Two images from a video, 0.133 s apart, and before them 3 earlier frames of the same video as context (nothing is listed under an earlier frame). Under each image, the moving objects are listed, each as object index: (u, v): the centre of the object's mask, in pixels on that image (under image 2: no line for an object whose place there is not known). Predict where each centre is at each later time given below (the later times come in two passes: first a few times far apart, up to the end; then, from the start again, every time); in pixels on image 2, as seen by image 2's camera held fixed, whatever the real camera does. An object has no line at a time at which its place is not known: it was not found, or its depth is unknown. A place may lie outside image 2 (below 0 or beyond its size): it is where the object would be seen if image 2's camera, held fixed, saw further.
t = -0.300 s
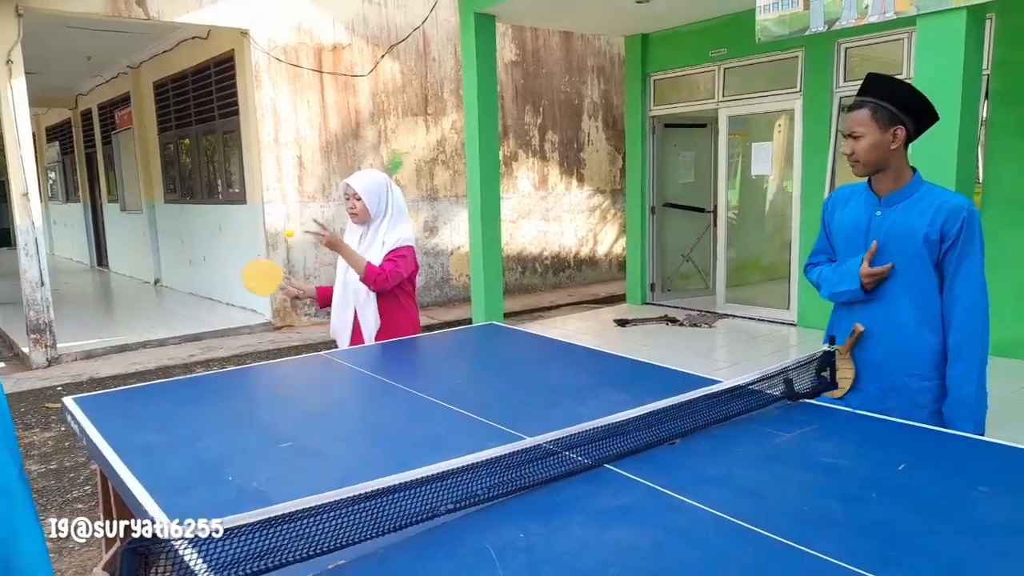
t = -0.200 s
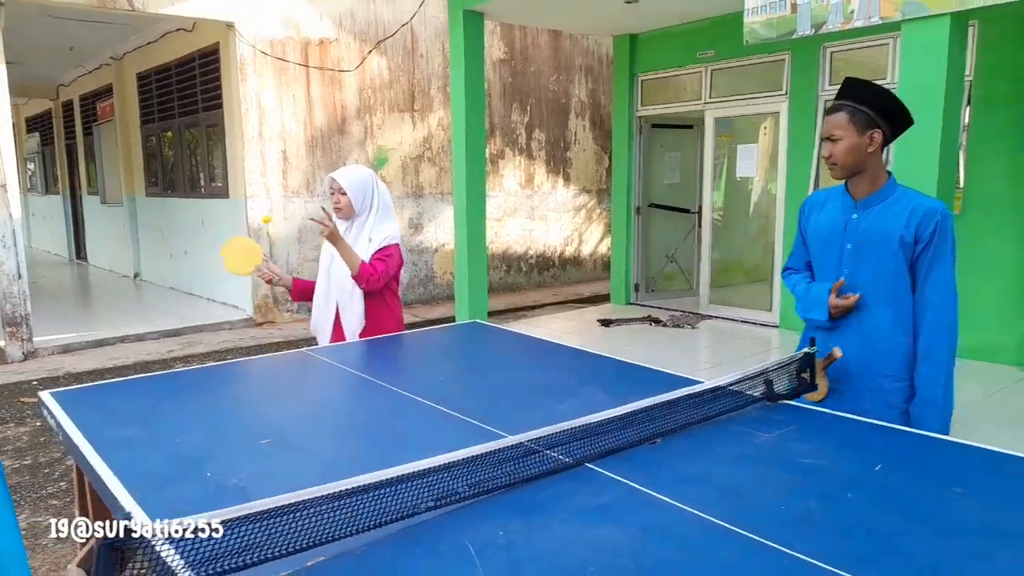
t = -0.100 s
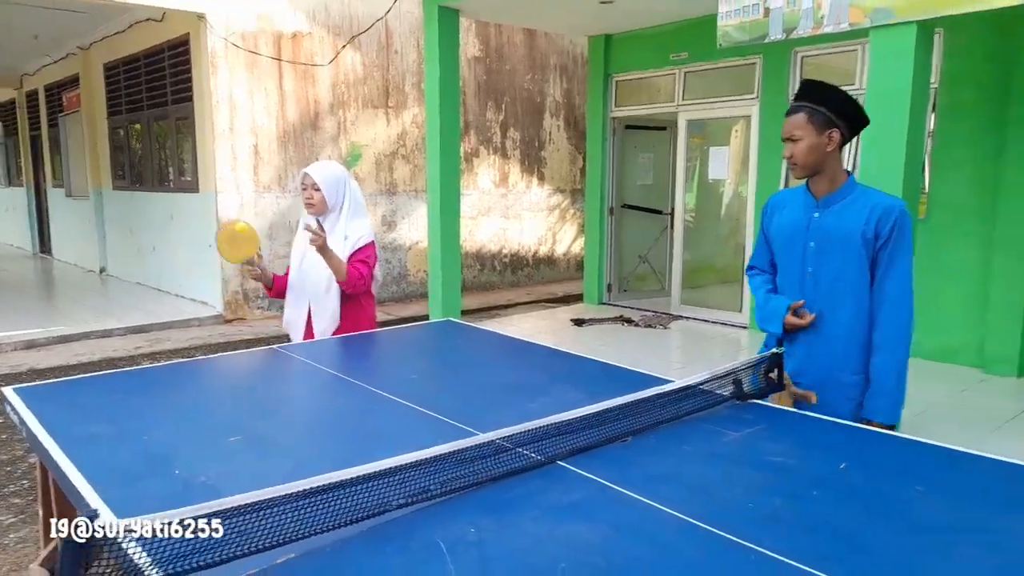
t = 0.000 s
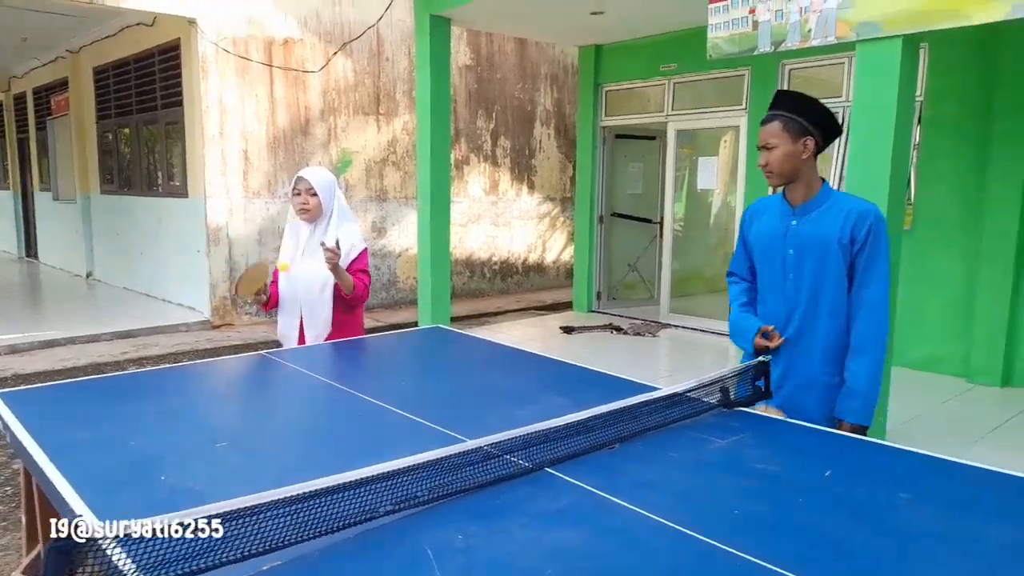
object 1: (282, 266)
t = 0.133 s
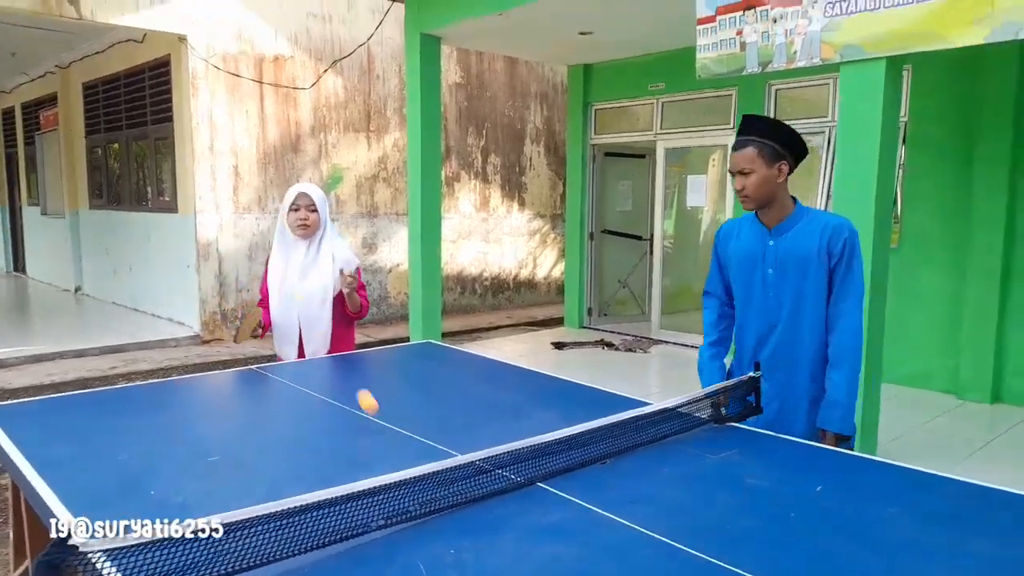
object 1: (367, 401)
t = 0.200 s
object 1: (411, 396)
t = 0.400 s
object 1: (592, 379)
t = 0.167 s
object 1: (391, 413)
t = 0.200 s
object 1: (411, 396)
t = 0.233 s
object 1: (434, 381)
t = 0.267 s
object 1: (460, 371)
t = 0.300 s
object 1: (487, 365)
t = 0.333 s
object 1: (518, 364)
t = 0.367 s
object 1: (553, 368)
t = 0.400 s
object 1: (592, 379)
